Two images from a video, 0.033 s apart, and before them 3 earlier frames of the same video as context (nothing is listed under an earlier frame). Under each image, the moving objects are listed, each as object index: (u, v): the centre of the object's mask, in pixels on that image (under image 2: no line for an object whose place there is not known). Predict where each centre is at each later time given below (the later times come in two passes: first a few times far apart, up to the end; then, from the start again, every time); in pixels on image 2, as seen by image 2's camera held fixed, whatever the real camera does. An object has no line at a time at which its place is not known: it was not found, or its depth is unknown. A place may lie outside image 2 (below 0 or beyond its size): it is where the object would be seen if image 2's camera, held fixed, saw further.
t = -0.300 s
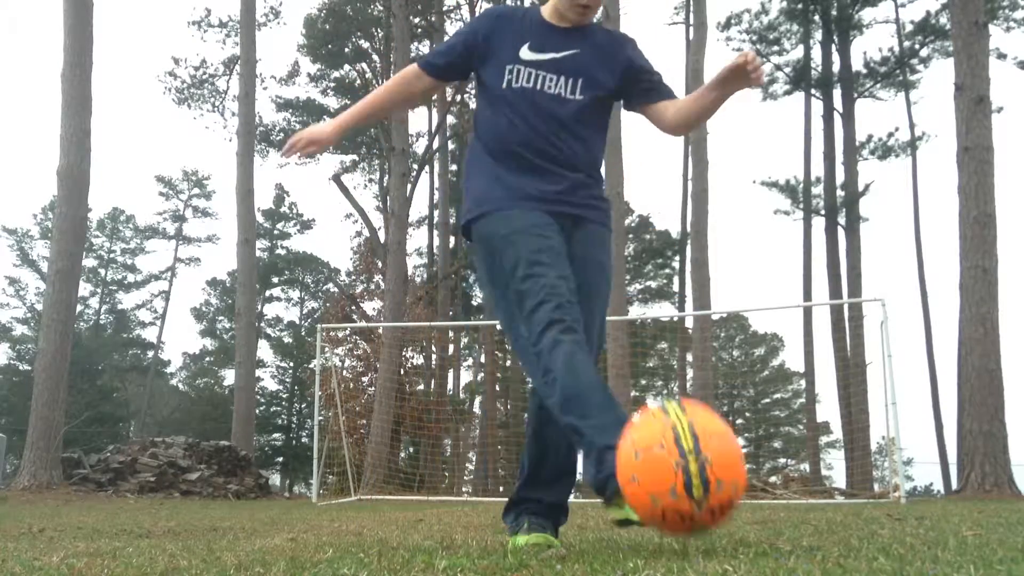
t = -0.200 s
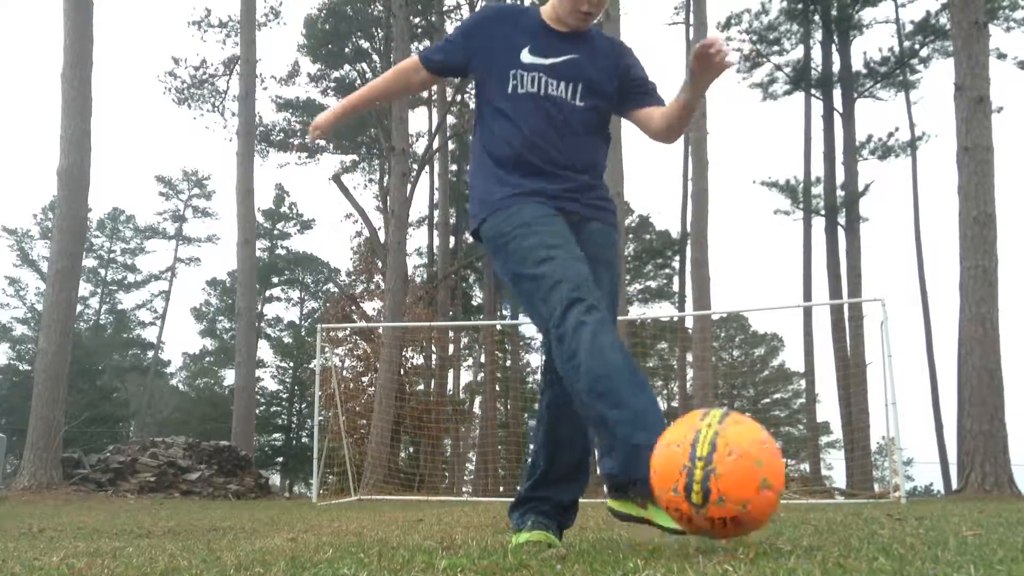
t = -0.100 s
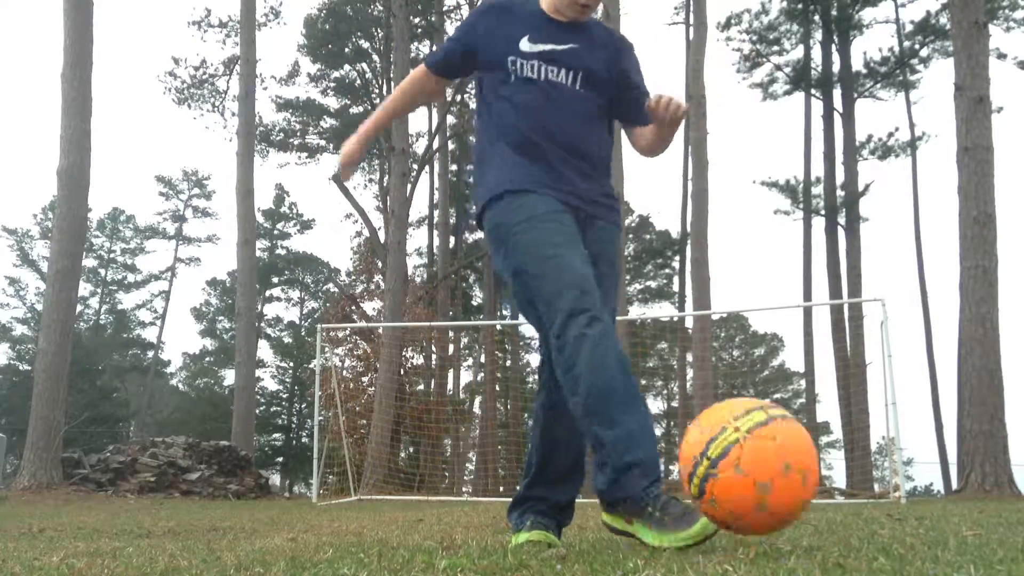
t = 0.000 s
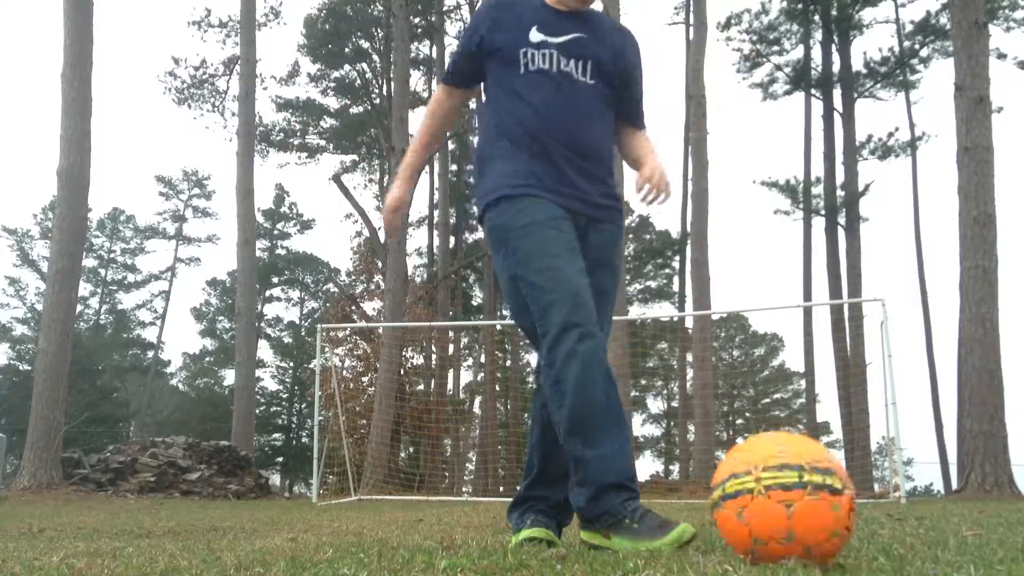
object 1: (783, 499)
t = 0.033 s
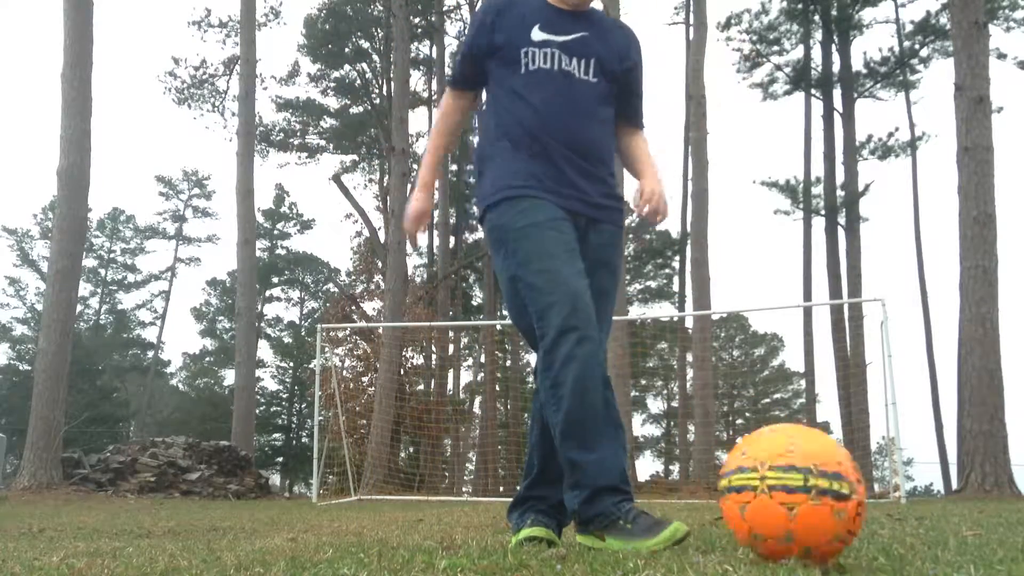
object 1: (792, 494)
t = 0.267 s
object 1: (863, 502)
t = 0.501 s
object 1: (926, 503)
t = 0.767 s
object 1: (956, 501)
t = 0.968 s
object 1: (961, 500)
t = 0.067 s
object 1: (802, 493)
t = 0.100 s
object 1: (812, 498)
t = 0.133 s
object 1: (823, 502)
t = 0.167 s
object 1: (834, 501)
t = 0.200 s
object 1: (845, 502)
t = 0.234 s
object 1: (854, 502)
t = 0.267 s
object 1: (863, 502)
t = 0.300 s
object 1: (873, 503)
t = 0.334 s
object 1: (882, 503)
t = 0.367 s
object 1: (892, 504)
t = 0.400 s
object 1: (901, 505)
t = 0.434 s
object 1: (910, 504)
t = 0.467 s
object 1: (918, 503)
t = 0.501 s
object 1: (926, 503)
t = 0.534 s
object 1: (933, 504)
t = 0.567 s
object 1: (939, 504)
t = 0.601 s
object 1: (943, 503)
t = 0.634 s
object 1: (947, 502)
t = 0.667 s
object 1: (949, 502)
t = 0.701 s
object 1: (952, 501)
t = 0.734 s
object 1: (954, 501)
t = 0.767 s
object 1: (956, 501)
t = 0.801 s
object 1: (957, 500)
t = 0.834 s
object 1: (958, 501)
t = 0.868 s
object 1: (959, 501)
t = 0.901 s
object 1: (960, 501)
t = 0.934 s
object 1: (960, 501)
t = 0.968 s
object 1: (961, 500)
